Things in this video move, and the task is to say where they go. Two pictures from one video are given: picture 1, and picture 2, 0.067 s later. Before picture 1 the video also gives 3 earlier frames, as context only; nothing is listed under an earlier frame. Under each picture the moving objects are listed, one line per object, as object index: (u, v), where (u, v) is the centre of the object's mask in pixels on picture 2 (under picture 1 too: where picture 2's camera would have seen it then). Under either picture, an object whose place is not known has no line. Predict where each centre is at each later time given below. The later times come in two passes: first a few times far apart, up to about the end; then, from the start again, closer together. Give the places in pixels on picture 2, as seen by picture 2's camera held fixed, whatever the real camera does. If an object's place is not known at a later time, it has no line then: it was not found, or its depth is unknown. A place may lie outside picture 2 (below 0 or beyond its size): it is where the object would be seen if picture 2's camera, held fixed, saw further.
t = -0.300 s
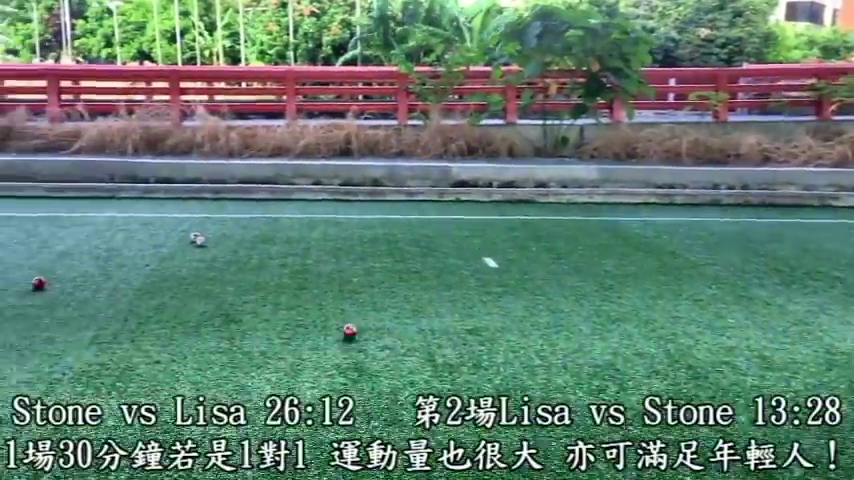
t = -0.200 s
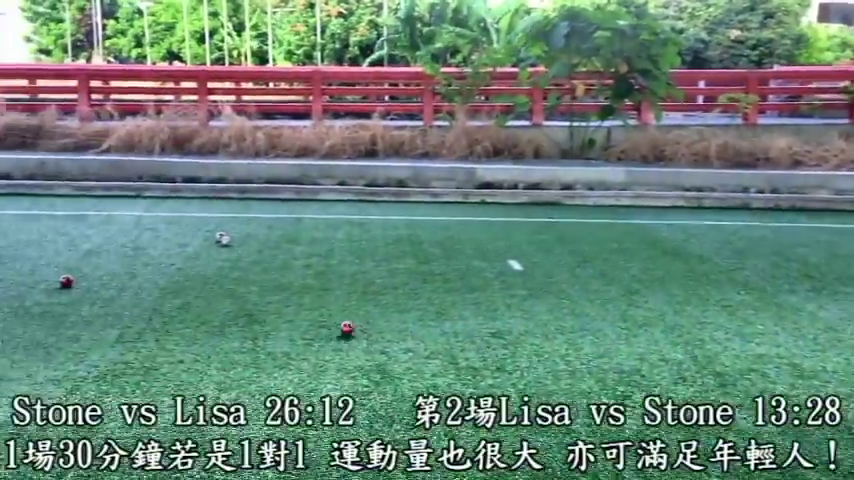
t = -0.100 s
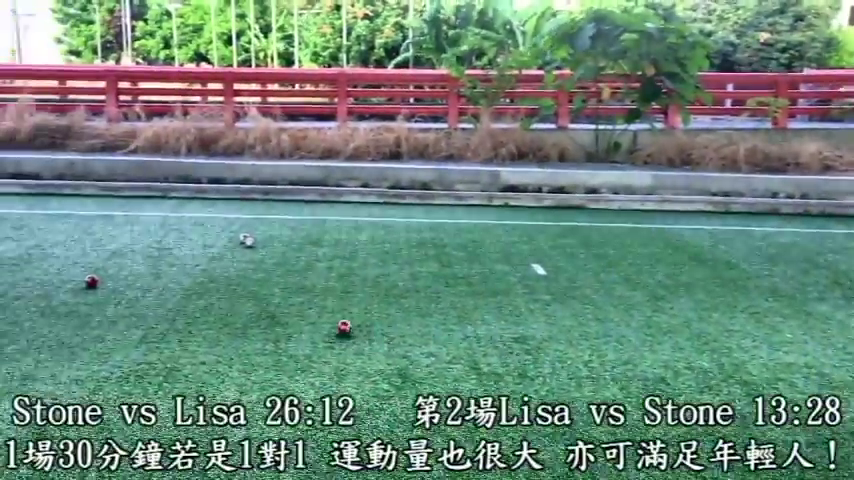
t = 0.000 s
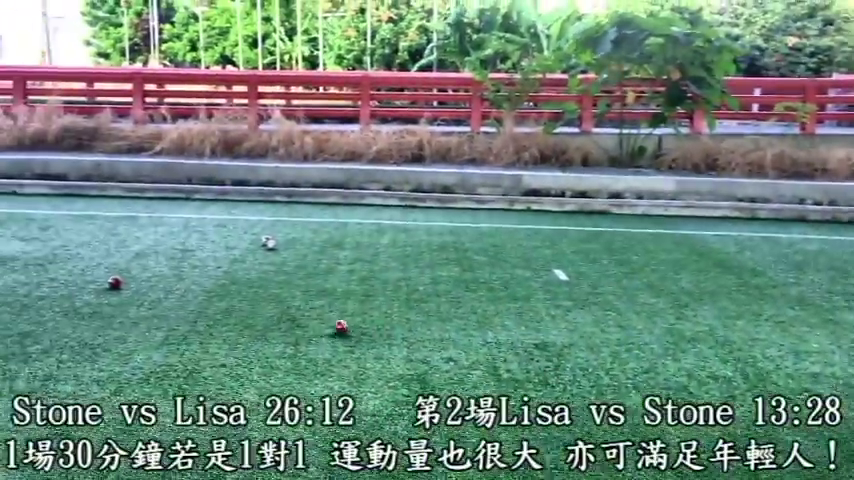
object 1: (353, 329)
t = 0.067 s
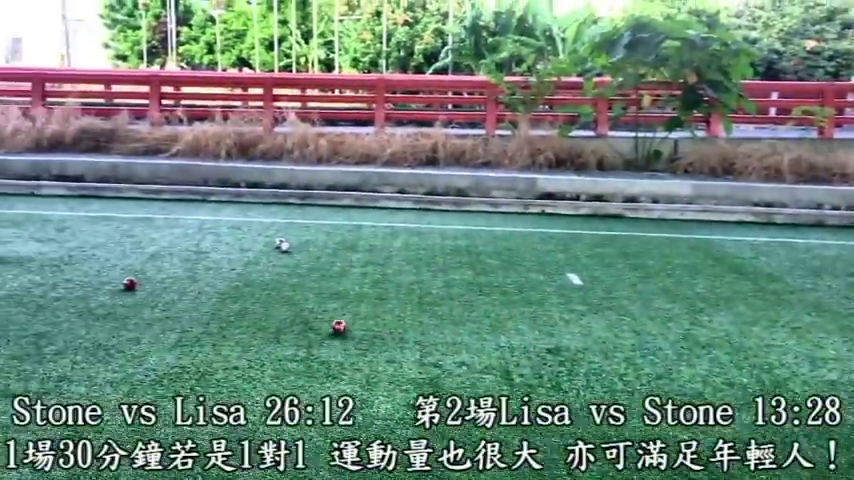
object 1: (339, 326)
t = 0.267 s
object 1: (299, 317)
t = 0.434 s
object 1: (269, 311)
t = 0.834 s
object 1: (207, 299)
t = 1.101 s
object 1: (173, 293)
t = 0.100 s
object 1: (332, 325)
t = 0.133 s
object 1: (325, 323)
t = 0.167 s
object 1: (318, 322)
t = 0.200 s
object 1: (312, 320)
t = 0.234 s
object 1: (306, 319)
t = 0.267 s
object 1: (299, 317)
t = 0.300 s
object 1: (293, 316)
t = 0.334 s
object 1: (286, 314)
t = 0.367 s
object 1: (281, 314)
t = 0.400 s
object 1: (275, 312)
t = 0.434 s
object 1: (269, 311)
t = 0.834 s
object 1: (207, 299)
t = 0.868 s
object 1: (203, 299)
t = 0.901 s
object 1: (199, 298)
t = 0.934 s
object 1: (194, 298)
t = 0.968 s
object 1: (190, 296)
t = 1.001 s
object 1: (185, 296)
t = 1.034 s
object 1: (181, 295)
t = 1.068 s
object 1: (177, 294)
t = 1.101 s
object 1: (173, 293)
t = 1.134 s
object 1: (168, 293)
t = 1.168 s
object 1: (164, 292)
